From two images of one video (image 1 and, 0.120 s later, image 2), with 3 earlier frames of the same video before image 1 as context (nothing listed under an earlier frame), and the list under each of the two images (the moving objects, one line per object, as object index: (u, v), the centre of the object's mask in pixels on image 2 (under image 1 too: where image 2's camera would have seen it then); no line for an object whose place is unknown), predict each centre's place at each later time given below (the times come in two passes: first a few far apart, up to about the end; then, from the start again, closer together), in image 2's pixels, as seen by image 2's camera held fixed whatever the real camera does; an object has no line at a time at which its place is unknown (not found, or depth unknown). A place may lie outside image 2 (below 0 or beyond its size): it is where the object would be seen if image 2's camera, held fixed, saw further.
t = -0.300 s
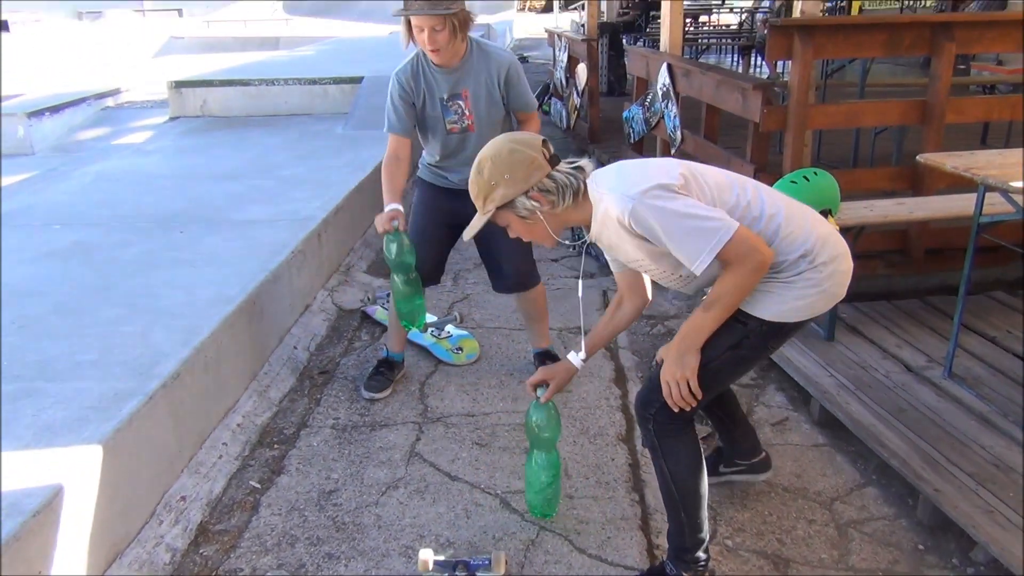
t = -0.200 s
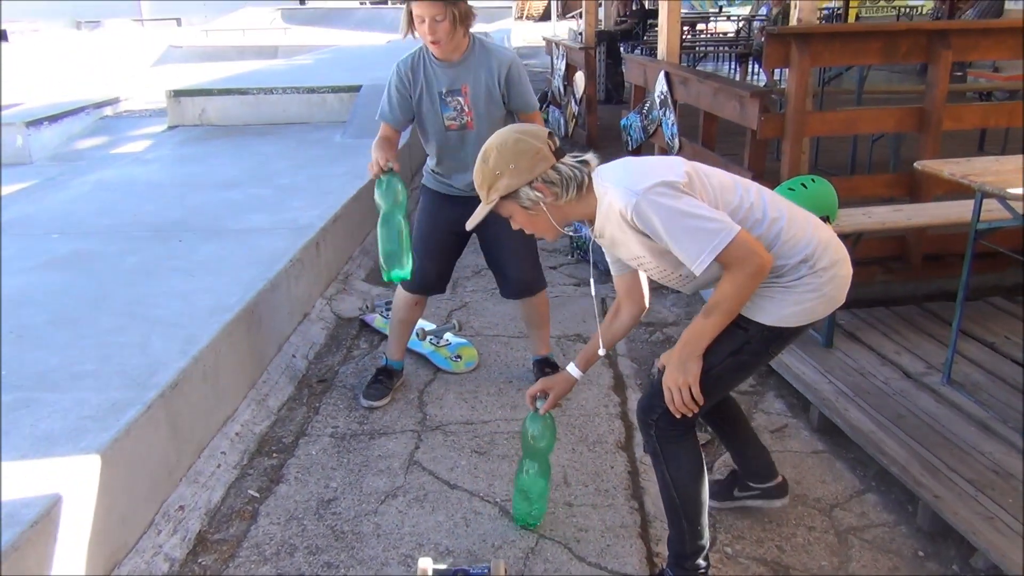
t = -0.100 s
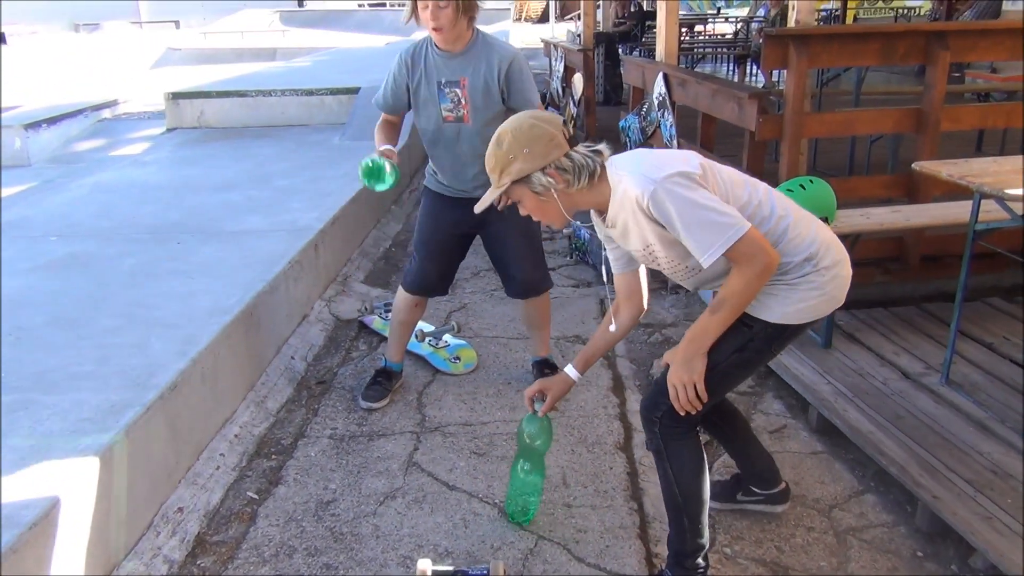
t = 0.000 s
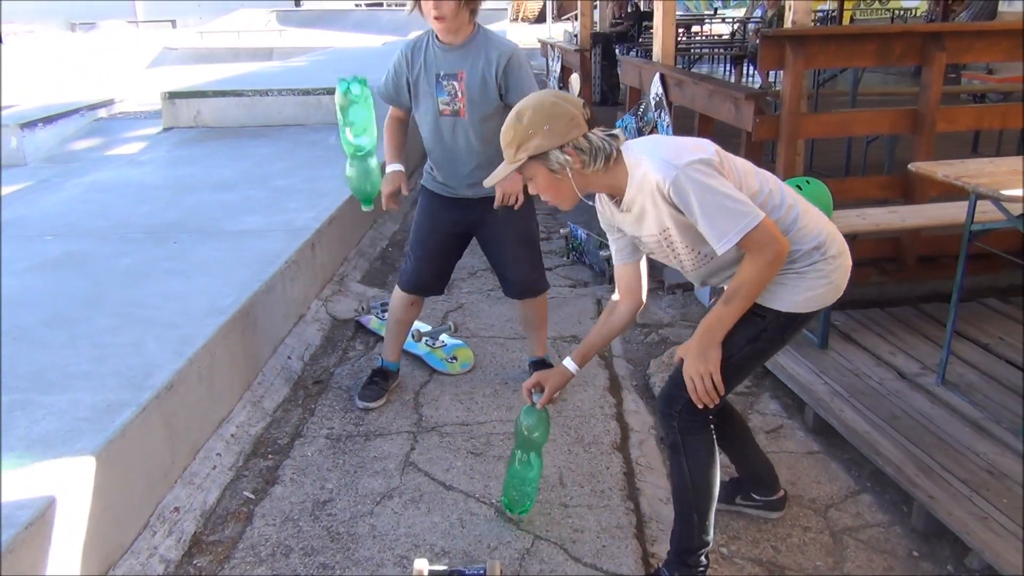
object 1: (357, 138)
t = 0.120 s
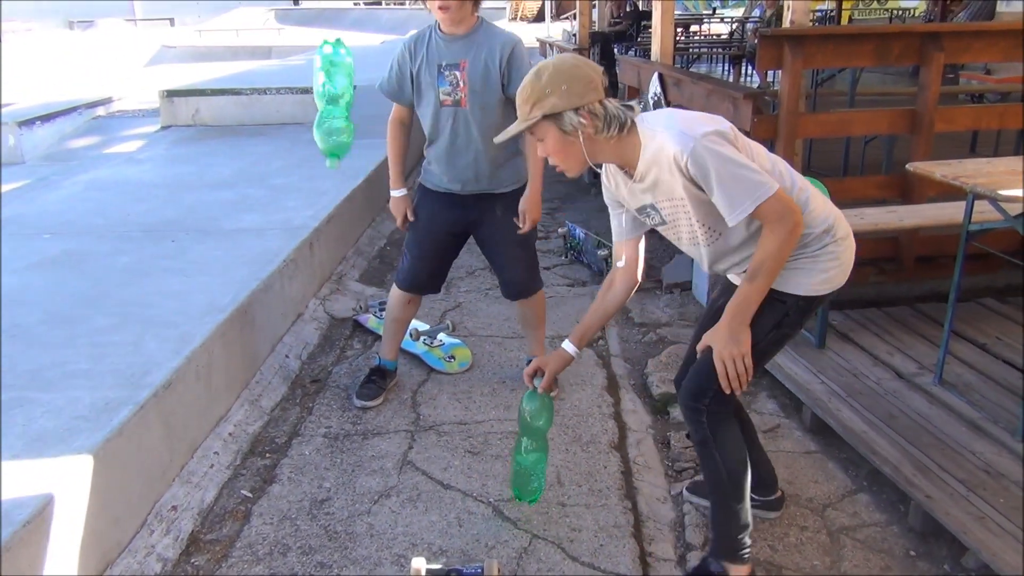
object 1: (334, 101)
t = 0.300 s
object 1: (314, 156)
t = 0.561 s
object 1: (308, 497)
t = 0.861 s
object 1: (333, 558)
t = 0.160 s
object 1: (328, 98)
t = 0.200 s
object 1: (323, 103)
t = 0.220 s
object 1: (322, 109)
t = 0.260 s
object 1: (318, 128)
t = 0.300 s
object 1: (314, 156)
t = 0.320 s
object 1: (312, 172)
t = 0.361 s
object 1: (310, 211)
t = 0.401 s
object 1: (308, 257)
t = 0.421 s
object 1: (308, 281)
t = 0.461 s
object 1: (307, 337)
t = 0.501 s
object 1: (306, 397)
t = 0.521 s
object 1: (306, 429)
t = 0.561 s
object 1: (308, 497)
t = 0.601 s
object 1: (311, 549)
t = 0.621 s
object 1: (312, 548)
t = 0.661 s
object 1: (313, 550)
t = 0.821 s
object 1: (328, 558)
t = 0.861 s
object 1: (333, 558)
